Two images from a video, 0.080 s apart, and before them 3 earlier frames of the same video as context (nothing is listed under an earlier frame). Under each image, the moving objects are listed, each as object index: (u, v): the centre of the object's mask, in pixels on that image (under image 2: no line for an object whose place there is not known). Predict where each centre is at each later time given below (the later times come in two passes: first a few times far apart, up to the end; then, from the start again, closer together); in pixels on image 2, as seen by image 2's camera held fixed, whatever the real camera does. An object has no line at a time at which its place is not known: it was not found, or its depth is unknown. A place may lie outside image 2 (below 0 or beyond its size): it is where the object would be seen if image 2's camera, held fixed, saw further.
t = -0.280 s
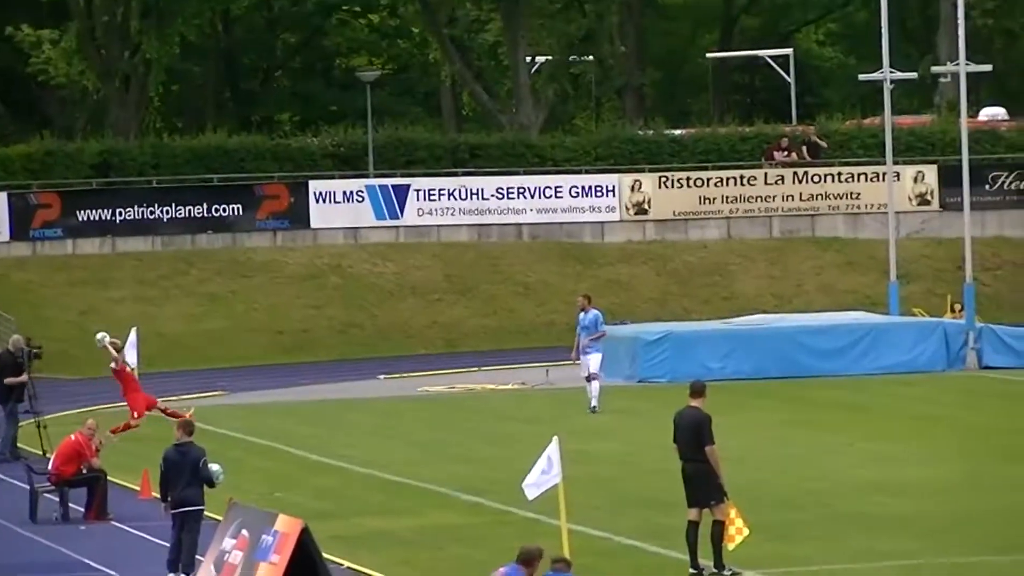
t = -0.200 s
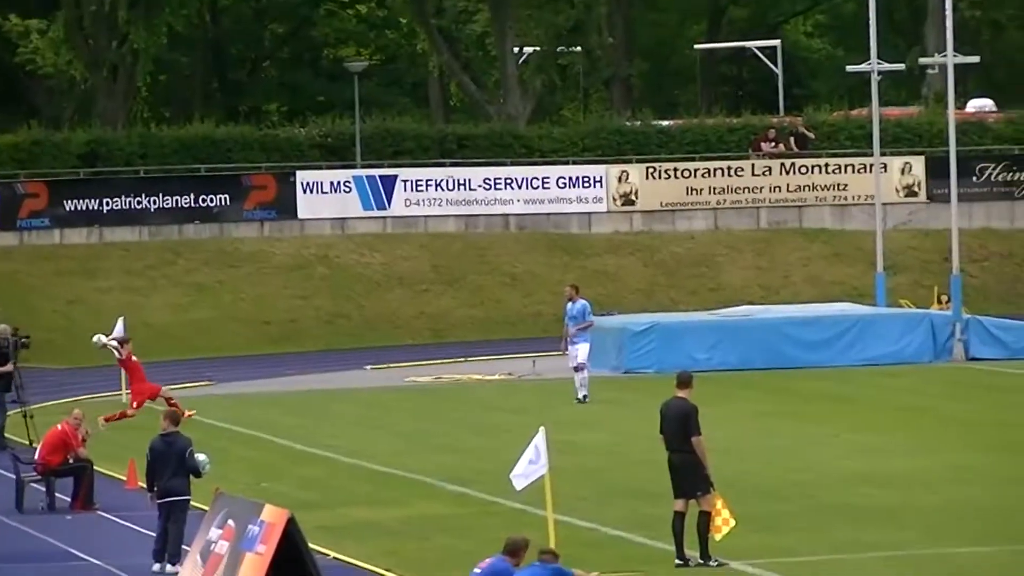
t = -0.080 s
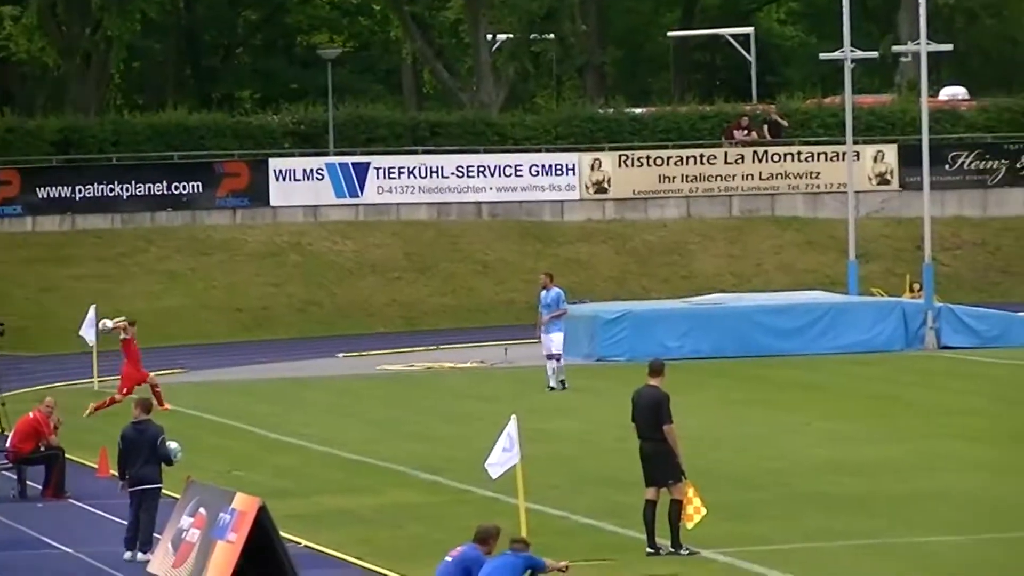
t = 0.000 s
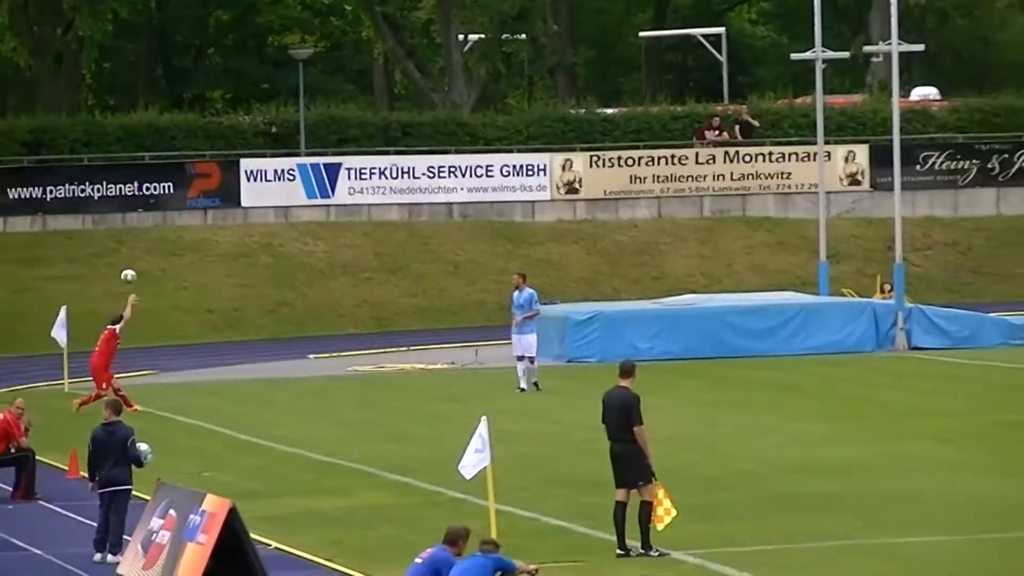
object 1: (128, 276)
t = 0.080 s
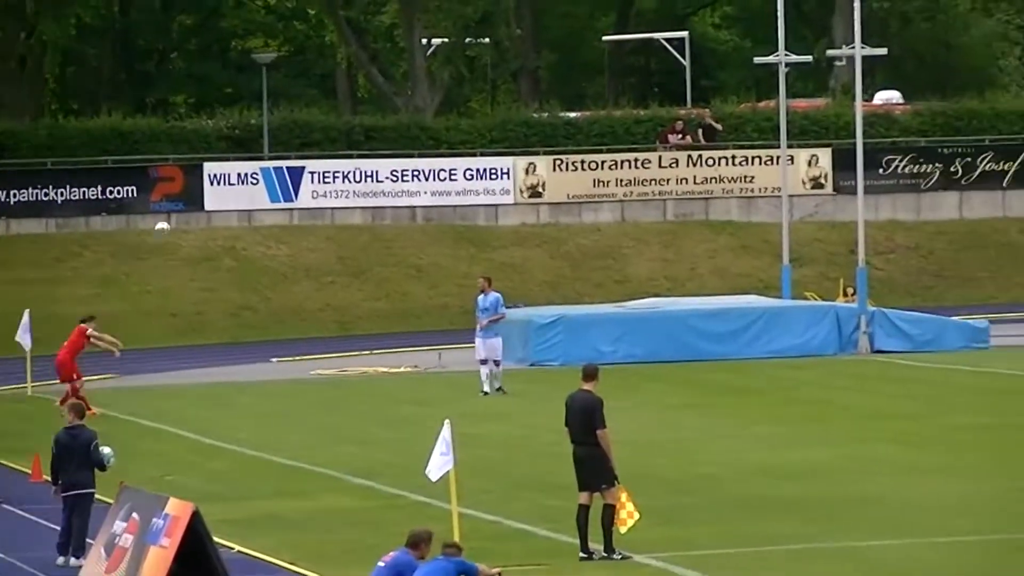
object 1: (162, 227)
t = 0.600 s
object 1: (580, -10)
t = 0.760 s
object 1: (701, -50)
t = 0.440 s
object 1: (457, 46)
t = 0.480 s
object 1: (488, 32)
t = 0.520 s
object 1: (519, 16)
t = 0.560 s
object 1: (550, 3)
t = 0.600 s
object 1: (580, -10)
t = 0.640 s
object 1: (611, -22)
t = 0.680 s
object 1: (641, -33)
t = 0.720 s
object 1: (671, -43)
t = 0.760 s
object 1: (701, -50)
